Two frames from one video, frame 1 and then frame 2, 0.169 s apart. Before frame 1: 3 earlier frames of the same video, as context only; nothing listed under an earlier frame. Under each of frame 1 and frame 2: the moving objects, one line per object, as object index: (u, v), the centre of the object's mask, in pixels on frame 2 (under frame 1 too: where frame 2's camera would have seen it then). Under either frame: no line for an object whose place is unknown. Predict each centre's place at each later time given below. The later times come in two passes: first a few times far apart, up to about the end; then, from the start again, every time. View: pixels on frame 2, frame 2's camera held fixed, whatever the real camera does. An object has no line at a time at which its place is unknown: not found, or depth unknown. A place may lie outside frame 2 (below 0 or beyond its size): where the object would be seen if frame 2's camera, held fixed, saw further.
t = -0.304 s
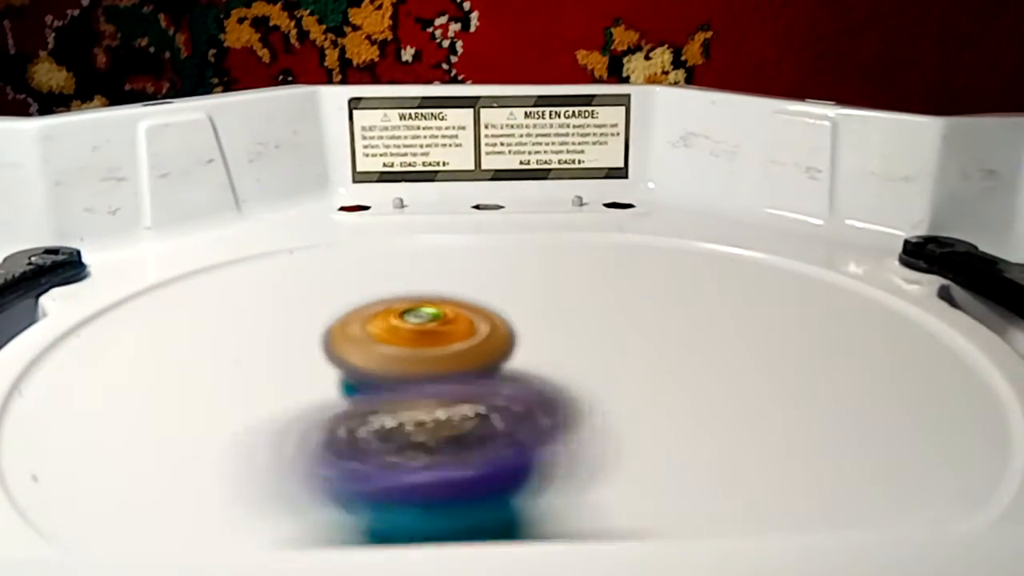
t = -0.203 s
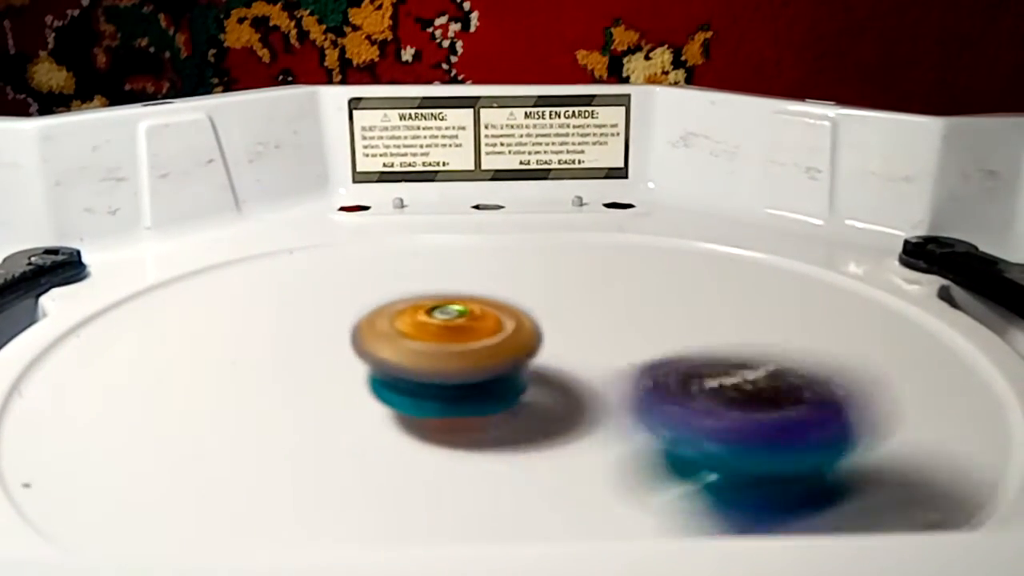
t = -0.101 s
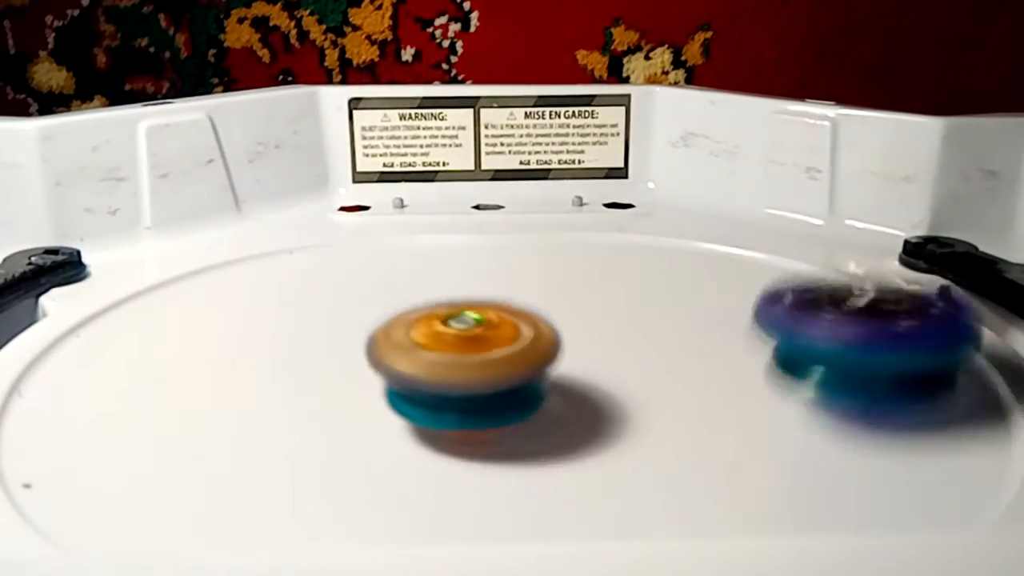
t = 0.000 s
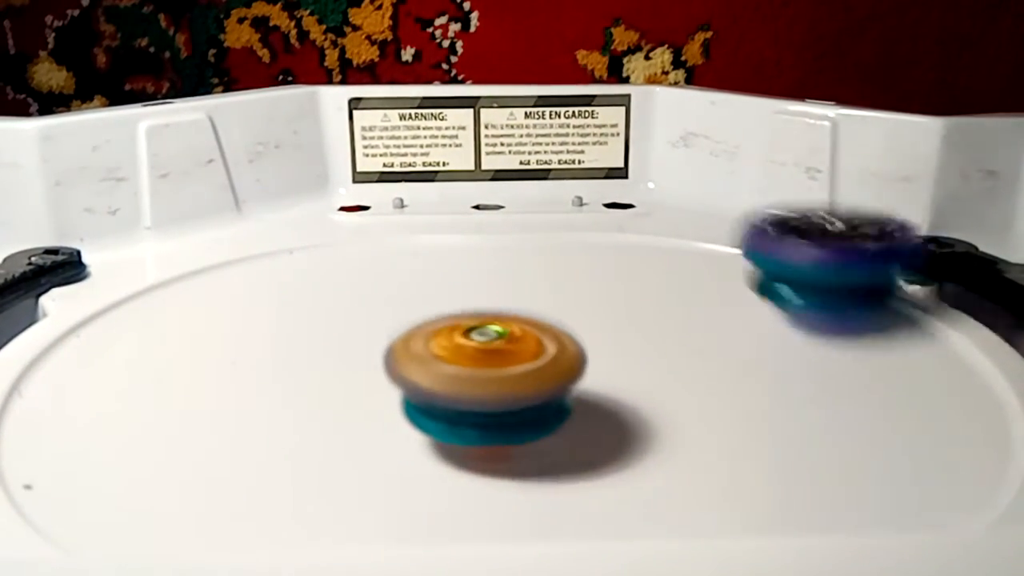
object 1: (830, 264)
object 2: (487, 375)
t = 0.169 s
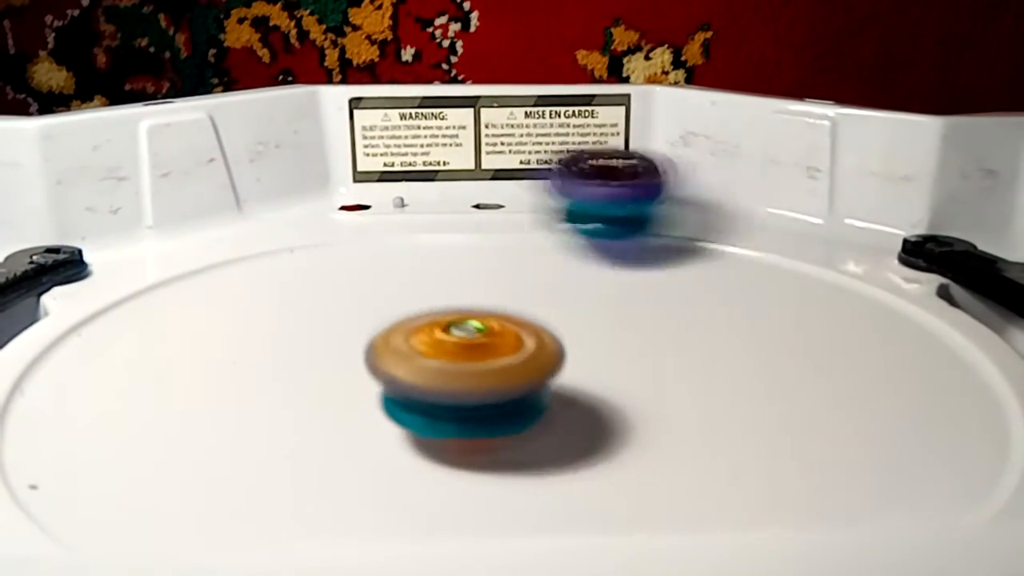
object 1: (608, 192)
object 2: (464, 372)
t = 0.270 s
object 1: (445, 223)
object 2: (454, 365)
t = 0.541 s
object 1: (76, 385)
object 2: (517, 376)
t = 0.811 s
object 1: (679, 435)
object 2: (572, 341)
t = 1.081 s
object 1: (751, 231)
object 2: (571, 356)
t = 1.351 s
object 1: (375, 249)
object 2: (586, 354)
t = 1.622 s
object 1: (179, 421)
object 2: (576, 341)
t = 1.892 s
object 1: (755, 431)
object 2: (562, 335)
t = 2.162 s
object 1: (744, 252)
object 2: (555, 332)
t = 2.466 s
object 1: (328, 235)
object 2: (521, 322)
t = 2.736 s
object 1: (121, 394)
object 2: (514, 323)
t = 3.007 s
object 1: (661, 436)
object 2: (465, 328)
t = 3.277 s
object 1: (770, 271)
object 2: (470, 329)
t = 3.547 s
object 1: (467, 218)
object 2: (465, 329)
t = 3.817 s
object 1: (189, 338)
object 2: (449, 338)
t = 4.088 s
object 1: (488, 446)
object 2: (439, 332)
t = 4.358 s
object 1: (796, 332)
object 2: (445, 354)
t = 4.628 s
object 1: (576, 231)
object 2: (446, 363)
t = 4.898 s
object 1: (274, 280)
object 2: (452, 361)
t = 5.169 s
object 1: (266, 420)
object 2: (456, 361)
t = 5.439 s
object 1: (649, 412)
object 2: (446, 358)
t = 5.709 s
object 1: (668, 280)
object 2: (445, 354)
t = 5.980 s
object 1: (417, 242)
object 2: (446, 341)
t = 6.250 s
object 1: (218, 352)
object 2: (454, 338)
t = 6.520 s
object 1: (504, 435)
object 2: (459, 314)
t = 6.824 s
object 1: (717, 313)
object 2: (497, 315)
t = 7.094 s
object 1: (549, 216)
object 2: (445, 341)
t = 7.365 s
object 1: (318, 276)
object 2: (425, 371)
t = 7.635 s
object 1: (258, 379)
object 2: (499, 401)
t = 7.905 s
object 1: (382, 406)
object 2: (692, 382)
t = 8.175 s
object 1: (456, 302)
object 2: (735, 334)
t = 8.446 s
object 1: (353, 258)
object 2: (661, 301)
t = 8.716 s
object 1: (371, 336)
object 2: (541, 292)
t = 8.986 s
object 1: (615, 392)
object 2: (450, 306)
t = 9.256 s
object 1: (752, 327)
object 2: (366, 346)
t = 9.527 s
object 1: (532, 291)
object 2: (349, 395)
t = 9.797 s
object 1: (288, 326)
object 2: (415, 417)
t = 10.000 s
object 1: (206, 367)
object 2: (492, 399)
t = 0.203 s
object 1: (556, 194)
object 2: (459, 370)
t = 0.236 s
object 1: (501, 208)
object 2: (456, 368)
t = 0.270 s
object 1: (445, 223)
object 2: (454, 365)
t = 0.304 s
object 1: (383, 235)
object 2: (456, 365)
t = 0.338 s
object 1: (322, 249)
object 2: (463, 365)
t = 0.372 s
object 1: (264, 264)
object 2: (469, 366)
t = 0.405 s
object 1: (207, 280)
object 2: (478, 371)
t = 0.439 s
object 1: (151, 300)
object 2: (491, 373)
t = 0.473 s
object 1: (107, 323)
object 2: (500, 374)
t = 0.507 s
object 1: (84, 353)
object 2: (510, 377)
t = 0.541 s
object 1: (76, 385)
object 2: (517, 376)
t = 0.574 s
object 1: (79, 417)
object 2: (521, 375)
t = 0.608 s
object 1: (92, 444)
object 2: (529, 373)
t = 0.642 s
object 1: (145, 459)
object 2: (539, 369)
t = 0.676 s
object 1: (256, 466)
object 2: (553, 365)
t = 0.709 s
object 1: (377, 463)
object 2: (568, 361)
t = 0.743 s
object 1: (494, 454)
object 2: (581, 348)
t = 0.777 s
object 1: (607, 441)
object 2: (574, 337)
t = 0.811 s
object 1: (679, 435)
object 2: (572, 341)
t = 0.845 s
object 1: (745, 414)
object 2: (571, 348)
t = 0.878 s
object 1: (802, 387)
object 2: (584, 355)
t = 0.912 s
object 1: (830, 355)
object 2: (583, 357)
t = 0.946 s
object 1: (837, 324)
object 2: (583, 358)
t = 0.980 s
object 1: (828, 296)
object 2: (580, 359)
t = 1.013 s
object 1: (810, 273)
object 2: (576, 359)
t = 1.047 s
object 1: (783, 251)
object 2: (572, 359)
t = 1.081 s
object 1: (751, 231)
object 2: (571, 356)
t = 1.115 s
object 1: (711, 214)
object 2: (574, 353)
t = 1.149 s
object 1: (668, 199)
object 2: (577, 349)
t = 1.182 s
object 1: (620, 190)
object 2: (581, 345)
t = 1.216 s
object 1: (573, 189)
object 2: (581, 345)
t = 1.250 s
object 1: (527, 197)
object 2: (583, 347)
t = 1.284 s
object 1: (478, 217)
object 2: (583, 350)
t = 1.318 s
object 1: (429, 234)
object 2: (584, 352)
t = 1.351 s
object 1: (375, 249)
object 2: (586, 354)
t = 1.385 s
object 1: (326, 265)
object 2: (587, 356)
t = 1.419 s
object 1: (278, 281)
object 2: (585, 357)
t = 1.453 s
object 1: (238, 299)
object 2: (578, 359)
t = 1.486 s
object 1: (204, 319)
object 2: (571, 358)
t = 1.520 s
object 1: (179, 341)
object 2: (567, 355)
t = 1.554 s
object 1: (166, 367)
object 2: (570, 351)
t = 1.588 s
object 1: (163, 394)
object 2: (575, 345)
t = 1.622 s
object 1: (179, 421)
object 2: (576, 341)
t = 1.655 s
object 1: (218, 445)
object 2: (577, 339)
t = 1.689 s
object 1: (275, 455)
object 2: (576, 339)
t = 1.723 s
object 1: (350, 457)
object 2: (574, 340)
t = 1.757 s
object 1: (437, 456)
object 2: (574, 340)
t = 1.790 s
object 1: (529, 448)
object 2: (574, 330)
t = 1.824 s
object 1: (612, 444)
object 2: (566, 329)
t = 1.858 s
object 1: (684, 440)
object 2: (561, 333)
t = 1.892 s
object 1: (755, 431)
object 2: (562, 335)
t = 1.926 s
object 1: (812, 411)
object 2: (563, 333)
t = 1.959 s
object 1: (843, 383)
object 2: (562, 332)
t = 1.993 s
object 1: (855, 357)
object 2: (561, 333)
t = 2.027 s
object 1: (851, 331)
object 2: (562, 334)
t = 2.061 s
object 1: (836, 307)
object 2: (561, 333)
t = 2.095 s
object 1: (809, 285)
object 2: (560, 334)
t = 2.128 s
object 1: (778, 267)
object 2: (558, 332)
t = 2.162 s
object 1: (744, 252)
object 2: (555, 332)
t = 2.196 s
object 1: (704, 238)
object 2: (552, 330)
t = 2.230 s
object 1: (662, 226)
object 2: (548, 329)
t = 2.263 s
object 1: (617, 217)
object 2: (545, 328)
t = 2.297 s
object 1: (573, 212)
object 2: (541, 327)
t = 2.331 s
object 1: (526, 210)
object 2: (536, 326)
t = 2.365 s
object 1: (479, 212)
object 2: (531, 325)
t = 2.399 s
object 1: (430, 220)
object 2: (525, 324)
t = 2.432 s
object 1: (379, 228)
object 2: (522, 323)
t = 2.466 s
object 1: (328, 235)
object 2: (521, 322)
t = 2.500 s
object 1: (279, 246)
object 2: (521, 322)
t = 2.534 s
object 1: (232, 258)
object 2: (524, 322)
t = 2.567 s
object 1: (192, 274)
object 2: (525, 323)
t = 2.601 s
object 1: (156, 294)
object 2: (524, 323)
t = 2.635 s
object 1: (131, 315)
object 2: (524, 323)
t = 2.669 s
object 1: (116, 339)
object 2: (522, 323)
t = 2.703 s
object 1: (113, 366)
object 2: (519, 323)
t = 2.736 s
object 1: (121, 394)
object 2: (514, 323)
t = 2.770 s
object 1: (144, 424)
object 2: (508, 323)
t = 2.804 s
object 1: (190, 444)
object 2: (502, 323)
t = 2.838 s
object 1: (255, 453)
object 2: (494, 323)
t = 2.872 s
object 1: (333, 456)
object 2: (487, 324)
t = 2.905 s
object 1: (425, 451)
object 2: (481, 321)
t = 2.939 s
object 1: (509, 446)
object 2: (472, 320)
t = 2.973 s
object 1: (588, 442)
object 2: (467, 326)
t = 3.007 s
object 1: (661, 436)
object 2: (465, 328)
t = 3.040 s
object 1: (735, 426)
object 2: (464, 328)
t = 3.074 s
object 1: (784, 405)
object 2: (466, 327)
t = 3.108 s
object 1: (814, 382)
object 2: (469, 326)
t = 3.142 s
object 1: (827, 356)
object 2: (473, 325)
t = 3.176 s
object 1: (827, 333)
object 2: (478, 325)
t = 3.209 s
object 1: (815, 311)
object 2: (480, 326)
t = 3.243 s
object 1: (795, 290)
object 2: (477, 327)
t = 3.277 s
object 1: (770, 271)
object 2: (470, 329)
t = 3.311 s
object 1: (741, 255)
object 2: (461, 331)
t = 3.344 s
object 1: (706, 240)
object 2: (454, 333)
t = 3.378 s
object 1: (671, 228)
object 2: (452, 333)
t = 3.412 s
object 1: (631, 221)
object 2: (452, 331)
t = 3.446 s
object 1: (591, 214)
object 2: (454, 330)
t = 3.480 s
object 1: (551, 211)
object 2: (458, 330)
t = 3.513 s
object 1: (510, 214)
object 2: (462, 329)
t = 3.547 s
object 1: (467, 218)
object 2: (465, 329)
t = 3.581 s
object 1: (420, 226)
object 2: (465, 331)
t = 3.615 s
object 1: (373, 236)
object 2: (460, 333)
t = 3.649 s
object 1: (329, 249)
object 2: (454, 335)
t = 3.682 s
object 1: (289, 262)
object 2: (450, 337)
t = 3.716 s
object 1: (253, 277)
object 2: (448, 337)
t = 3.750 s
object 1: (224, 296)
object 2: (448, 338)
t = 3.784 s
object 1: (203, 316)
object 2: (449, 338)
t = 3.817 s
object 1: (189, 338)
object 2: (449, 338)
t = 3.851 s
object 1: (183, 361)
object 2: (450, 338)
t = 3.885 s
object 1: (187, 385)
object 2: (450, 339)
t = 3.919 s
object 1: (204, 410)
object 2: (448, 342)
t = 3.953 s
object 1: (235, 433)
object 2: (446, 343)
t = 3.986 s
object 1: (286, 446)
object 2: (447, 343)
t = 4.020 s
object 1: (351, 449)
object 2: (449, 337)
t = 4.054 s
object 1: (422, 447)
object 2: (444, 329)
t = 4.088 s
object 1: (488, 446)
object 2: (439, 332)
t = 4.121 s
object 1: (556, 444)
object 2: (440, 338)
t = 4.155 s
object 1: (620, 439)
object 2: (443, 344)
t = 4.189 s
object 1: (689, 433)
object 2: (446, 347)
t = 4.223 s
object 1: (744, 419)
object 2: (447, 348)
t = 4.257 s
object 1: (780, 396)
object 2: (447, 350)
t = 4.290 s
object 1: (798, 375)
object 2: (446, 353)
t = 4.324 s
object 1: (802, 354)
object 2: (445, 354)
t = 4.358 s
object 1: (796, 332)
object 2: (445, 354)
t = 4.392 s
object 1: (780, 313)
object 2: (446, 353)
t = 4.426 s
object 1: (759, 295)
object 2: (446, 354)
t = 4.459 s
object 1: (733, 279)
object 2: (448, 355)
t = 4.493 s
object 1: (705, 266)
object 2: (449, 358)
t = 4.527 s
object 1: (675, 254)
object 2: (448, 360)
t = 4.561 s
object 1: (643, 244)
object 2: (449, 362)
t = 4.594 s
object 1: (610, 237)
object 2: (447, 363)
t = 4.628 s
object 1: (576, 231)
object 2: (446, 363)
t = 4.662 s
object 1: (540, 228)
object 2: (445, 361)
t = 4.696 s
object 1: (503, 229)
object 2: (445, 360)
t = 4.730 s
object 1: (464, 233)
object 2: (445, 359)
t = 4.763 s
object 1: (423, 239)
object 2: (445, 357)
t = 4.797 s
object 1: (380, 246)
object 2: (446, 357)
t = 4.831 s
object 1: (340, 254)
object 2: (448, 357)
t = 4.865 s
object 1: (305, 266)
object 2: (450, 359)
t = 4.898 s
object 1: (274, 280)
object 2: (452, 361)
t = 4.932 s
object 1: (248, 296)
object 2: (455, 364)
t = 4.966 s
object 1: (229, 313)
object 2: (454, 366)
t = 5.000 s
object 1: (217, 330)
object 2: (453, 367)
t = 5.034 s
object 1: (209, 347)
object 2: (451, 365)
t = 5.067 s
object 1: (210, 369)
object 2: (450, 364)
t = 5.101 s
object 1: (220, 388)
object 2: (450, 363)
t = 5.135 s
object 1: (238, 406)
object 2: (450, 363)
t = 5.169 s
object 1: (266, 420)
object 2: (456, 361)
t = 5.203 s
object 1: (304, 434)
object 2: (464, 357)
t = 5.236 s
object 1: (352, 440)
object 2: (463, 345)
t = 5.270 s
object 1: (409, 442)
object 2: (454, 333)
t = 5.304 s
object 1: (463, 440)
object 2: (446, 332)
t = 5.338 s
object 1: (509, 438)
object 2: (436, 337)
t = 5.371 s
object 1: (554, 431)
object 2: (433, 345)
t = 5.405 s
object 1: (605, 423)
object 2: (437, 354)
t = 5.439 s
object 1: (649, 412)
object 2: (446, 358)
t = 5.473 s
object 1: (689, 398)
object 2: (447, 357)
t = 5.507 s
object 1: (715, 381)
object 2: (446, 356)
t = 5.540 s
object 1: (727, 364)
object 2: (447, 355)
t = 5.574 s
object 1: (729, 345)
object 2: (446, 355)
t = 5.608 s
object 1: (723, 327)
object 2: (447, 355)
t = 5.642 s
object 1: (709, 309)
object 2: (446, 355)
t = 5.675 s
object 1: (691, 294)
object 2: (445, 354)
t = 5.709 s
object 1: (668, 280)
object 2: (445, 354)
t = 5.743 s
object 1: (642, 267)
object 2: (445, 353)
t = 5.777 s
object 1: (614, 257)
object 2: (444, 352)
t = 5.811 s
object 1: (583, 250)
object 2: (443, 350)
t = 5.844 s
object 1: (551, 244)
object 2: (444, 349)
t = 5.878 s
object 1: (520, 240)
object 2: (444, 348)
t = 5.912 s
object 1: (488, 237)
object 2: (445, 344)
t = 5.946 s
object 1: (454, 239)
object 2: (446, 343)
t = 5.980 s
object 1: (417, 242)
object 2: (446, 341)
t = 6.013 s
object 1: (381, 246)
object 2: (448, 339)
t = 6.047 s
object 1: (349, 257)
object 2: (450, 338)
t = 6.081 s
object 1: (320, 269)
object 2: (451, 337)
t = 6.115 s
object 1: (292, 283)
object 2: (455, 336)
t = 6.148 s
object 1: (264, 300)
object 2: (459, 335)
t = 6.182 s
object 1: (243, 316)
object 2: (459, 335)
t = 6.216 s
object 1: (227, 332)
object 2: (458, 336)
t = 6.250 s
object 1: (218, 352)
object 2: (454, 338)
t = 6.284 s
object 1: (218, 372)
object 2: (452, 339)
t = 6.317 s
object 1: (228, 392)
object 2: (449, 339)
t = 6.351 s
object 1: (249, 411)
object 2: (449, 339)
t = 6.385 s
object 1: (284, 427)
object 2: (452, 334)
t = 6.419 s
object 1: (333, 438)
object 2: (456, 327)
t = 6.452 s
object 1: (387, 442)
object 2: (456, 321)
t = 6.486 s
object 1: (445, 440)
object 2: (457, 316)
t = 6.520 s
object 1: (504, 435)
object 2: (459, 314)
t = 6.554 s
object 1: (556, 431)
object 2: (462, 317)
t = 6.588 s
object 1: (605, 423)
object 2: (466, 317)
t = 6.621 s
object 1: (651, 414)
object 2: (472, 318)
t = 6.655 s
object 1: (688, 400)
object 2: (475, 317)
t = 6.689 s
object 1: (715, 384)
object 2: (479, 316)
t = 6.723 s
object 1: (729, 366)
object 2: (482, 316)
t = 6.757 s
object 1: (733, 349)
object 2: (487, 315)
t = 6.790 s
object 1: (729, 330)
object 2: (492, 315)
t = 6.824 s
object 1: (717, 313)
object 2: (497, 315)
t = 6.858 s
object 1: (701, 297)
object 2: (503, 315)
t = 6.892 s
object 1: (682, 283)
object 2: (508, 316)
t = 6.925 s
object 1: (662, 268)
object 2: (509, 321)
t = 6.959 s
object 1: (645, 252)
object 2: (503, 327)
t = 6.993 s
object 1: (624, 239)
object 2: (494, 330)
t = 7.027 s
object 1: (600, 227)
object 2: (477, 333)
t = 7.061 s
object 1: (576, 221)
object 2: (460, 337)
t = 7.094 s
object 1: (549, 216)
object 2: (445, 341)
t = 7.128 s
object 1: (521, 216)
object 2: (437, 344)
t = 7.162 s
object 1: (491, 220)
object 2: (431, 345)
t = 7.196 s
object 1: (462, 226)
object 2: (424, 347)
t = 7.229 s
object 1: (433, 235)
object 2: (417, 351)
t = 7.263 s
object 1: (401, 244)
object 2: (411, 355)
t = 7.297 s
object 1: (375, 253)
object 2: (406, 358)
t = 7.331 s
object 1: (349, 266)
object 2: (407, 361)
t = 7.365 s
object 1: (318, 276)
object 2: (425, 371)
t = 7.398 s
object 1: (292, 285)
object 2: (439, 379)
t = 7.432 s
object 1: (267, 294)
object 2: (448, 385)
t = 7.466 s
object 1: (246, 303)
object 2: (456, 388)
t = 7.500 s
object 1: (233, 316)
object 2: (462, 392)
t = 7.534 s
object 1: (225, 331)
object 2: (467, 395)
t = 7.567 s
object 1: (228, 348)
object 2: (473, 398)
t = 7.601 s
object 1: (243, 365)
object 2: (479, 400)
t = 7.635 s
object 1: (258, 379)
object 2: (499, 401)
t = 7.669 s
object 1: (249, 389)
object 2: (545, 402)
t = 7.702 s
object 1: (245, 397)
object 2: (578, 401)
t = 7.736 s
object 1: (249, 404)
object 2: (605, 399)
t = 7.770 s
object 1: (262, 412)
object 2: (626, 396)
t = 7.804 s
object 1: (286, 415)
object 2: (645, 394)
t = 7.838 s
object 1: (314, 416)
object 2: (662, 390)
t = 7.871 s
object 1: (348, 414)
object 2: (677, 387)
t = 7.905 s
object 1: (382, 406)
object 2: (692, 382)
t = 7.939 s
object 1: (412, 395)
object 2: (703, 377)
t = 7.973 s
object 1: (436, 382)
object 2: (713, 371)
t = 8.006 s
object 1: (455, 370)
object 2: (722, 365)
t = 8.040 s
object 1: (467, 356)
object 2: (728, 359)
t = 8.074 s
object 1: (469, 337)
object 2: (732, 352)
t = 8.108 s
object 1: (466, 325)
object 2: (736, 345)
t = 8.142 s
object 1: (461, 314)
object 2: (736, 339)
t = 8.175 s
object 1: (456, 302)
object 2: (735, 334)
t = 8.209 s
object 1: (448, 291)
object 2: (730, 330)
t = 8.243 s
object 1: (438, 281)
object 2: (724, 324)
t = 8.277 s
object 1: (428, 272)
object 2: (718, 320)
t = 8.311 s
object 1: (414, 266)
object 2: (708, 316)
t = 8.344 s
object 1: (399, 261)
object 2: (697, 311)
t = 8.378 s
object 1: (383, 257)
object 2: (685, 307)
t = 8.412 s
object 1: (368, 257)
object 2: (673, 304)
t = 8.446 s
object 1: (353, 258)
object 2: (661, 301)
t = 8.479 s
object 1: (338, 263)
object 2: (647, 298)
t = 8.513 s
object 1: (328, 270)
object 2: (633, 296)
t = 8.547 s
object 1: (321, 279)
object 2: (617, 294)
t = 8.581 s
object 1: (318, 289)
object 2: (601, 293)
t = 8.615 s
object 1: (321, 302)
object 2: (586, 292)
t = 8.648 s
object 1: (333, 313)
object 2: (571, 291)
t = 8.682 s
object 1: (348, 325)
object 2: (556, 292)
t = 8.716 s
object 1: (371, 336)
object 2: (541, 292)
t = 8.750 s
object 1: (399, 346)
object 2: (533, 291)
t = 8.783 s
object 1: (426, 355)
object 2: (527, 284)
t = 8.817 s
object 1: (450, 368)
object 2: (512, 273)
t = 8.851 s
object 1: (479, 376)
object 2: (494, 271)
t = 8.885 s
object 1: (510, 382)
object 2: (479, 277)
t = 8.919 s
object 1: (542, 388)
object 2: (467, 285)
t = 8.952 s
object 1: (576, 391)
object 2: (457, 295)
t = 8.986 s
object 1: (615, 392)
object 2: (450, 306)
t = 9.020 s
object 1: (656, 392)
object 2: (438, 311)
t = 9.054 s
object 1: (694, 389)
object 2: (427, 316)
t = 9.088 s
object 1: (724, 381)
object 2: (415, 320)
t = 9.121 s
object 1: (747, 372)
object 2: (403, 324)
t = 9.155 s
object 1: (762, 362)
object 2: (393, 329)
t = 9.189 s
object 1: (767, 350)
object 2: (383, 334)
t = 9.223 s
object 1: (762, 337)
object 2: (373, 340)
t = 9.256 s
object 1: (752, 327)
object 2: (366, 346)
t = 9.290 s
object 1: (735, 316)
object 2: (358, 353)
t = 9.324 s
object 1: (713, 307)
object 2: (353, 359)
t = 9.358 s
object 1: (688, 301)
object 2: (349, 364)
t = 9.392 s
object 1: (658, 296)
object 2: (346, 371)
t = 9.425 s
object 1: (628, 292)
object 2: (345, 378)
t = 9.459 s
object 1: (597, 290)
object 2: (346, 384)
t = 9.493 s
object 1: (563, 291)
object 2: (347, 390)
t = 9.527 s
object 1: (532, 291)
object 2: (349, 395)
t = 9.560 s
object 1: (499, 294)
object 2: (353, 400)
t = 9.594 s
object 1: (465, 299)
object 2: (358, 404)
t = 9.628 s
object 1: (435, 299)
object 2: (364, 408)
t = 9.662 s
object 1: (406, 302)
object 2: (372, 412)
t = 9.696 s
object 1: (375, 306)
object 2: (380, 414)
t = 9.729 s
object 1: (347, 310)
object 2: (390, 415)
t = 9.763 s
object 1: (318, 317)
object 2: (401, 417)
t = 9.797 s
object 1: (288, 326)
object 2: (415, 417)
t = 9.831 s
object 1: (265, 331)
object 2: (430, 417)
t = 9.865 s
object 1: (243, 336)
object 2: (442, 414)
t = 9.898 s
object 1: (224, 343)
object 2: (458, 412)
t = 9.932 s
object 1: (210, 349)
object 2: (468, 408)
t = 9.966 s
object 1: (204, 358)
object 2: (480, 405)
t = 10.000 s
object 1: (206, 367)
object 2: (492, 399)
